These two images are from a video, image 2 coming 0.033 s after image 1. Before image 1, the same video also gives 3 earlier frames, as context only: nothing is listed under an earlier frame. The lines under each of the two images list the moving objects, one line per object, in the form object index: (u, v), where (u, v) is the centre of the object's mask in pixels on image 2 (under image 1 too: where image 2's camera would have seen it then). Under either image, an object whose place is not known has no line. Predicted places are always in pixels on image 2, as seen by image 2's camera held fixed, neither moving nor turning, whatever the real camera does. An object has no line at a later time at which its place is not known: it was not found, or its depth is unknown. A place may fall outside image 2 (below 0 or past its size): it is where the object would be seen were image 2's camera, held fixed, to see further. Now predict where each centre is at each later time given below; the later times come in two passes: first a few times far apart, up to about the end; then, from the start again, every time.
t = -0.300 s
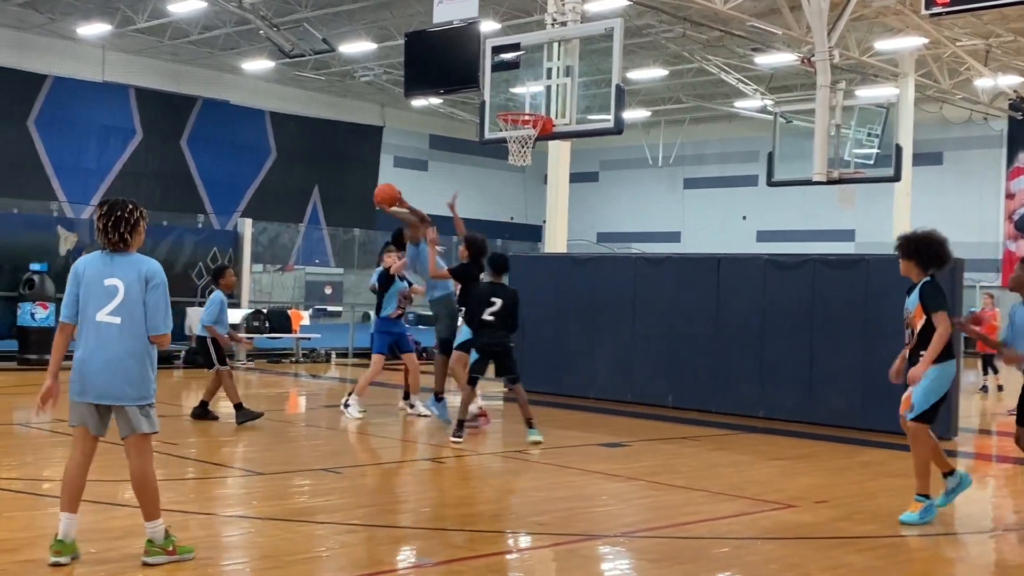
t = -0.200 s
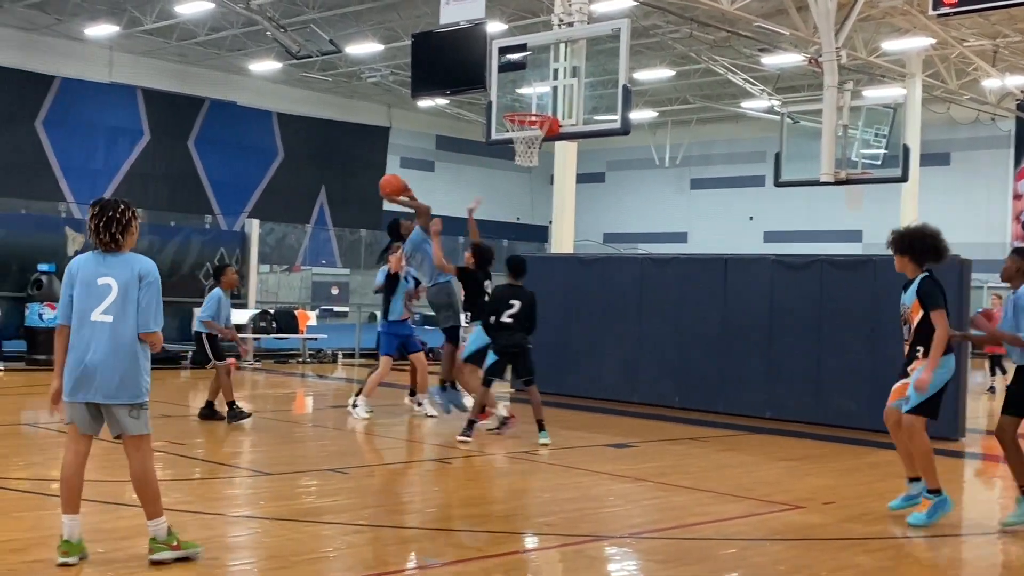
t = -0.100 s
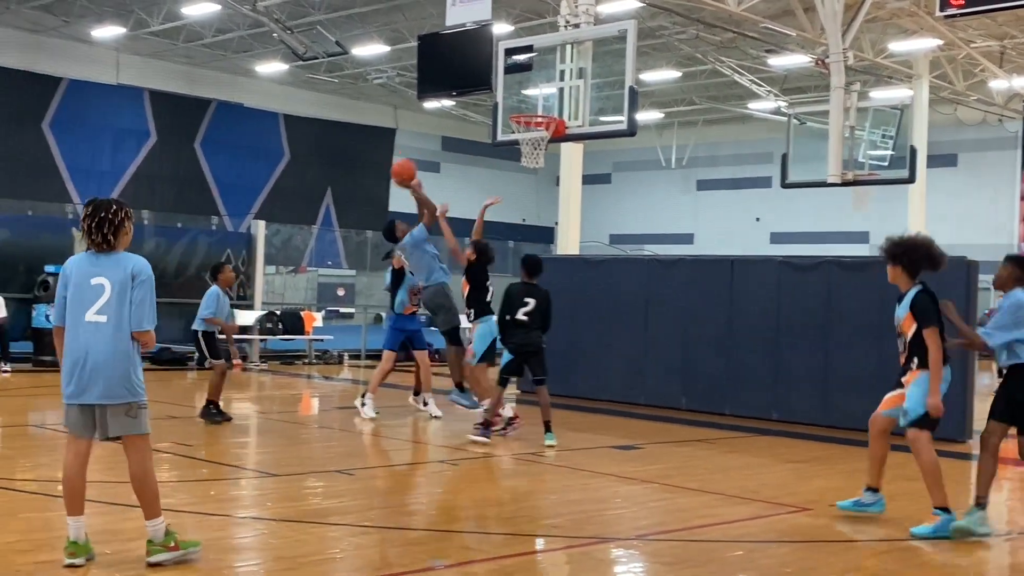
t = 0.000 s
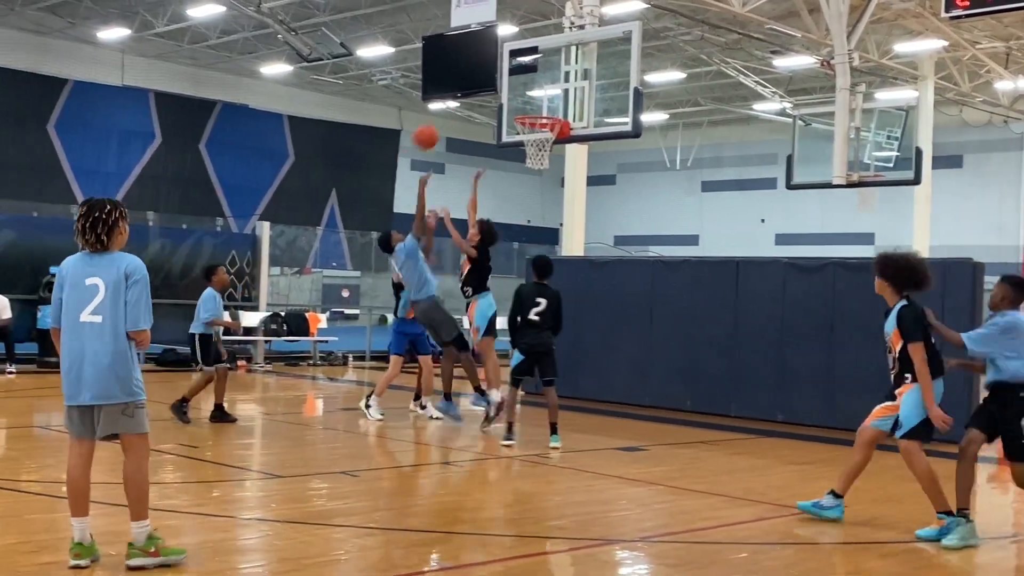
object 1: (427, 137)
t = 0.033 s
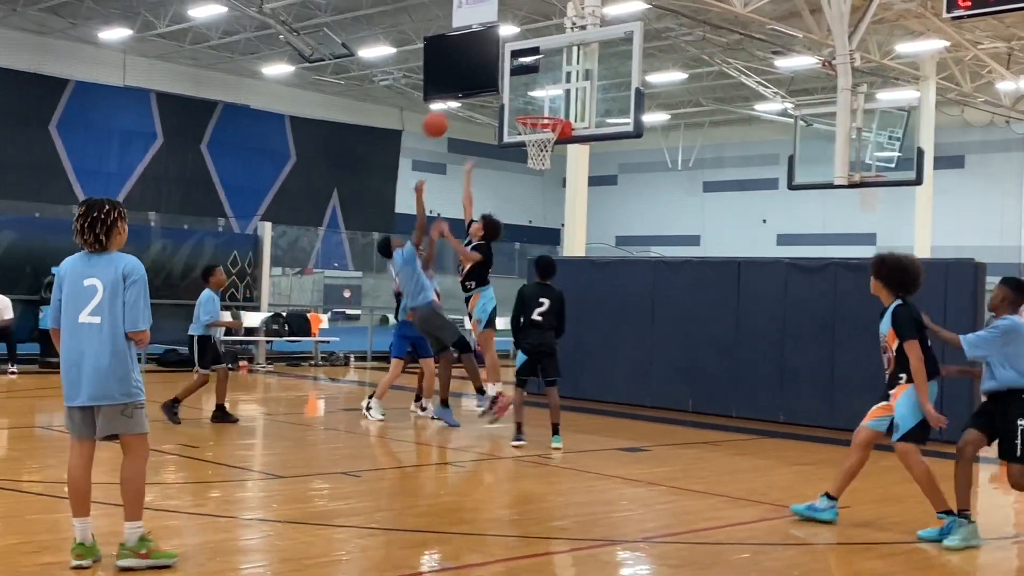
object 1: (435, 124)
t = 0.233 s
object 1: (479, 76)
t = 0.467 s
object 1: (525, 71)
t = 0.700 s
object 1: (561, 102)
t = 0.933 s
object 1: (564, 83)
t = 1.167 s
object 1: (568, 105)
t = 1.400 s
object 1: (573, 97)
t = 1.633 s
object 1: (586, 112)
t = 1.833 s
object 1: (604, 134)
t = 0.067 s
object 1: (442, 113)
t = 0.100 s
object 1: (450, 103)
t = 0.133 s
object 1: (458, 93)
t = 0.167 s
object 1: (464, 87)
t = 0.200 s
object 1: (472, 81)
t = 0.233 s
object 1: (479, 76)
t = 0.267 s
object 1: (485, 72)
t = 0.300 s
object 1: (491, 68)
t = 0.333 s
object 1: (499, 67)
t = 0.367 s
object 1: (505, 66)
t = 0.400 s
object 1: (512, 67)
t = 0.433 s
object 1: (519, 68)
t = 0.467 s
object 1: (525, 71)
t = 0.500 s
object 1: (531, 75)
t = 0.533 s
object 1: (538, 79)
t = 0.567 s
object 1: (543, 85)
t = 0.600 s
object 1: (550, 92)
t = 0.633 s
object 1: (555, 100)
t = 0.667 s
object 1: (560, 107)
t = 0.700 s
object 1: (561, 102)
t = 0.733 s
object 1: (562, 96)
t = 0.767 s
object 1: (563, 91)
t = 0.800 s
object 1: (563, 87)
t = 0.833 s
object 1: (564, 84)
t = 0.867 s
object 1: (564, 83)
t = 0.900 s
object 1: (564, 83)
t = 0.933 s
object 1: (564, 83)
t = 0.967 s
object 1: (565, 85)
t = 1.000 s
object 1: (565, 88)
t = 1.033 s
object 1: (565, 92)
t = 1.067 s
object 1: (565, 97)
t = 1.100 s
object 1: (565, 103)
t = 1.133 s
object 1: (566, 109)
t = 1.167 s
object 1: (568, 105)
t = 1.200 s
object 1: (571, 101)
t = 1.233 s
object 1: (574, 98)
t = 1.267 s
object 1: (576, 96)
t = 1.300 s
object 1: (575, 95)
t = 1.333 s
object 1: (574, 94)
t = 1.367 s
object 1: (573, 95)
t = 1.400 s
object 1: (573, 97)
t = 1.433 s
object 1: (572, 100)
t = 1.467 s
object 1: (571, 104)
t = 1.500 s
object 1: (570, 109)
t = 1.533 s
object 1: (572, 110)
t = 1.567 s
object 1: (578, 109)
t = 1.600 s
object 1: (581, 110)
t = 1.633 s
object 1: (586, 112)
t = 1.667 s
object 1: (590, 114)
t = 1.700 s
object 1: (595, 118)
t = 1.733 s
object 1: (599, 123)
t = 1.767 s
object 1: (603, 128)
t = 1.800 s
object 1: (604, 130)
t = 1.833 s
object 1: (604, 134)
